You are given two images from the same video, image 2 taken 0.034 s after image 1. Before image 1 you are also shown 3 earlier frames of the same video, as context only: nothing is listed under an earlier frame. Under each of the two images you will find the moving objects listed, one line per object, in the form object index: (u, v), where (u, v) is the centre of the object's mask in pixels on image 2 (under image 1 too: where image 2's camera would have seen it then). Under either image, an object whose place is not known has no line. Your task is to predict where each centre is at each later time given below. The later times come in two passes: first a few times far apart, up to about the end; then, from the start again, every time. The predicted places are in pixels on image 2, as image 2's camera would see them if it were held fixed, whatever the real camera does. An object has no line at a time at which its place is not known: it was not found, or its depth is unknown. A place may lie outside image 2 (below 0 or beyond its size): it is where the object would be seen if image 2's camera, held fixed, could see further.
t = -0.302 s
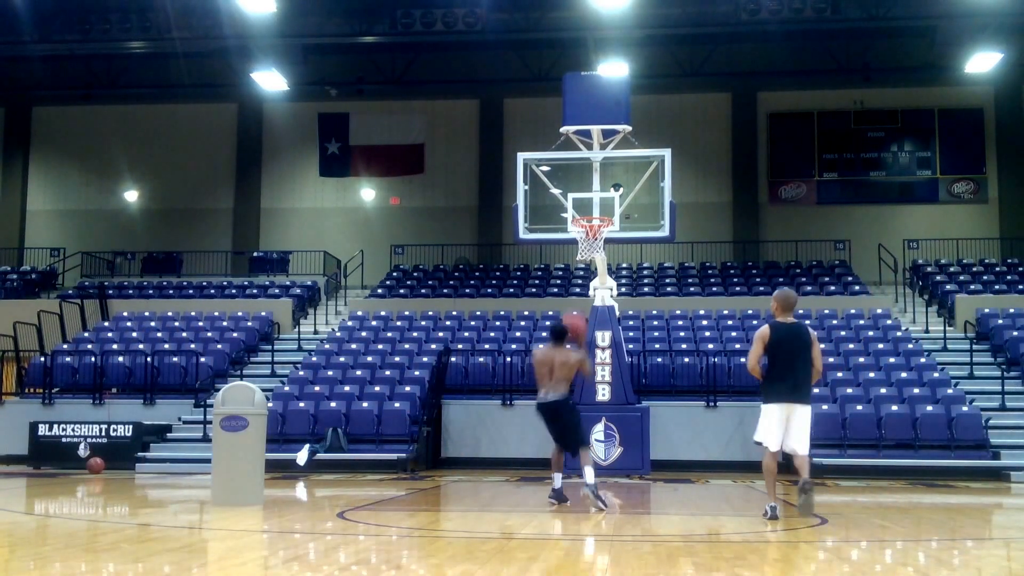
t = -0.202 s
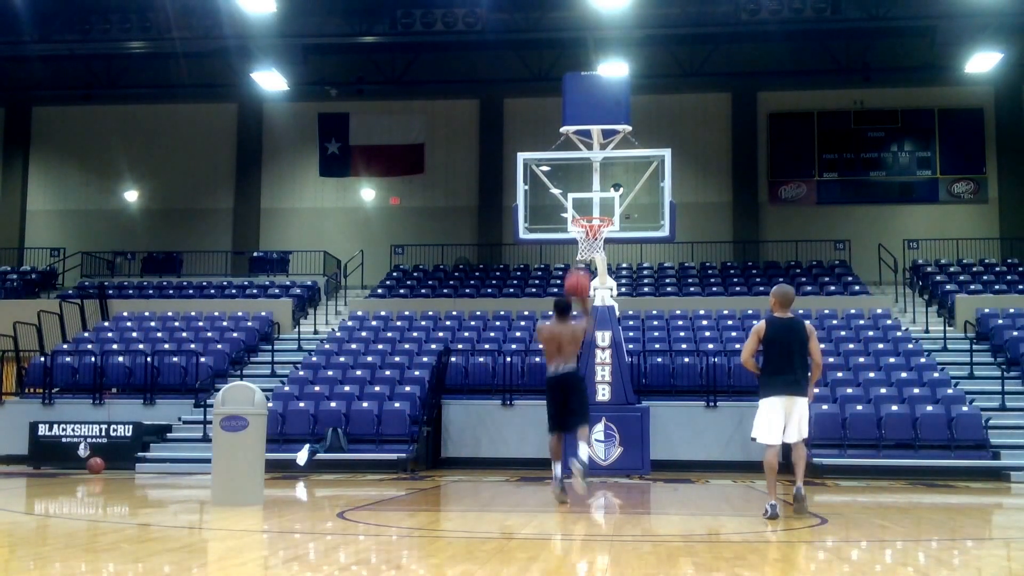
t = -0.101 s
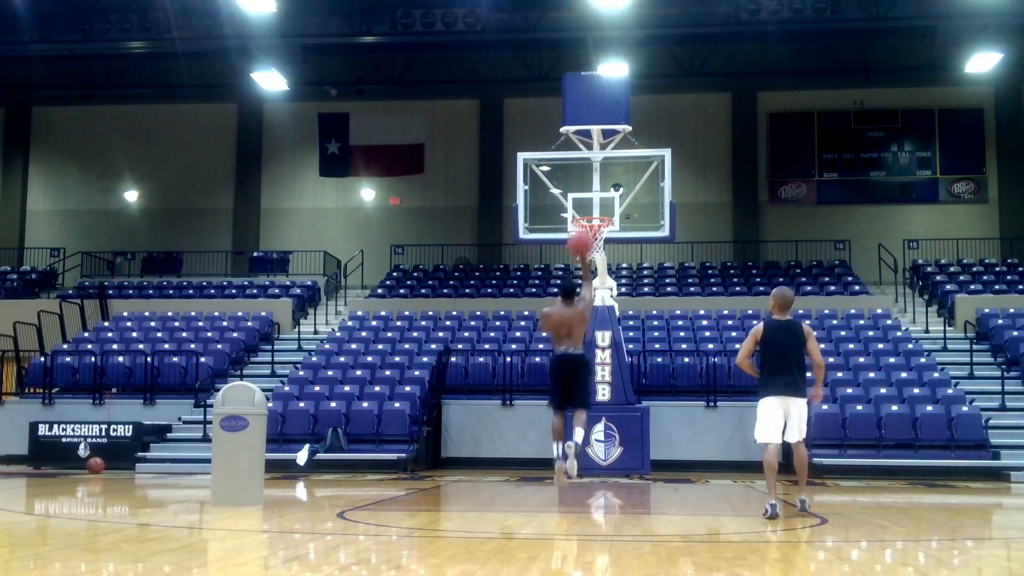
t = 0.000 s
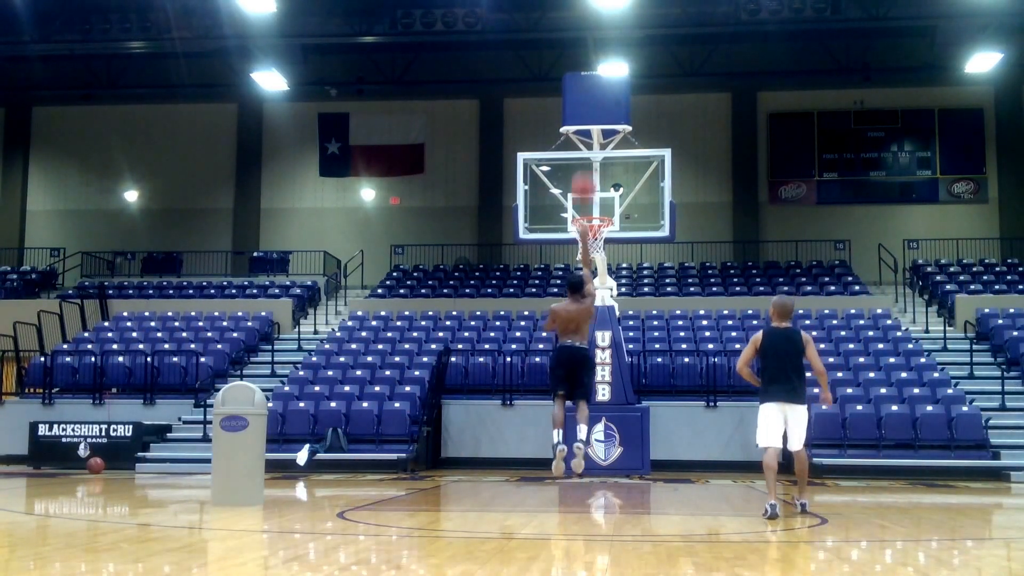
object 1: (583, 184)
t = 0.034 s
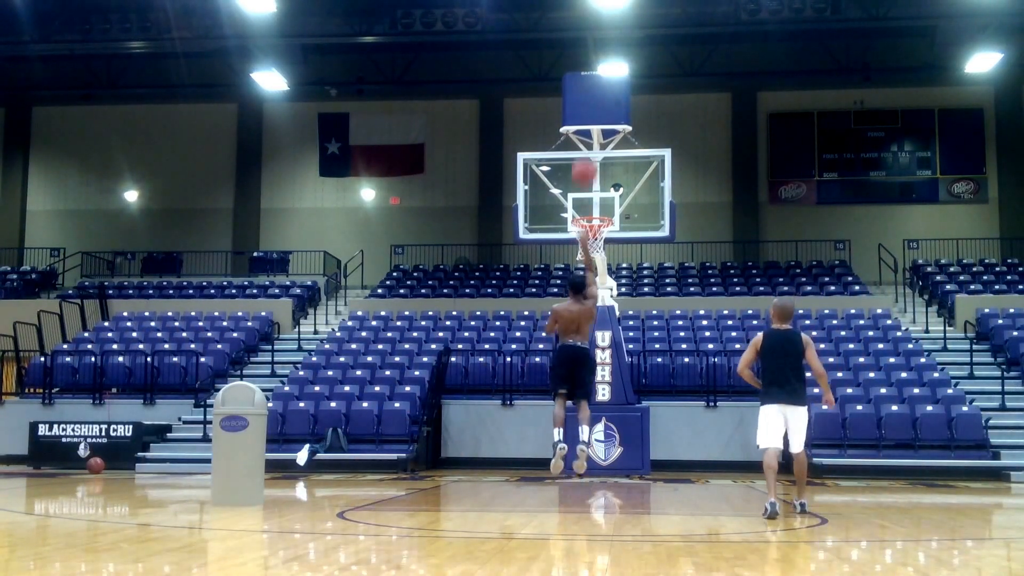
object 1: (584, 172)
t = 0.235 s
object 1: (590, 100)
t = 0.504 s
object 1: (594, 74)
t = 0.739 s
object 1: (599, 103)
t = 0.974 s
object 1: (602, 177)
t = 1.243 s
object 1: (575, 238)
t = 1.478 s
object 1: (584, 264)
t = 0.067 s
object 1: (585, 158)
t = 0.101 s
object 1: (586, 143)
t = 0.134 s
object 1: (587, 128)
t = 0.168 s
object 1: (588, 116)
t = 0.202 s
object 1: (589, 109)
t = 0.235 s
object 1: (590, 100)
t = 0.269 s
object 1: (591, 93)
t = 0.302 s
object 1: (591, 87)
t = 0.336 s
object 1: (592, 82)
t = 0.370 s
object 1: (592, 79)
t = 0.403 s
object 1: (593, 76)
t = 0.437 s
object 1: (593, 74)
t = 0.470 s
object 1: (594, 74)
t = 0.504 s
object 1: (594, 74)
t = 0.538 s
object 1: (594, 75)
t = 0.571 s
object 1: (594, 77)
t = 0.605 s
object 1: (595, 81)
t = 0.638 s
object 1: (596, 84)
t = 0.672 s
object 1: (597, 89)
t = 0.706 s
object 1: (598, 96)
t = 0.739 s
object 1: (599, 103)
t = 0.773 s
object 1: (599, 111)
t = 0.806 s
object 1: (599, 118)
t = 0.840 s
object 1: (600, 129)
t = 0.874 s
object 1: (601, 140)
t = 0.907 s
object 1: (601, 152)
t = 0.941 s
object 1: (602, 166)
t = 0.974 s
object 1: (602, 177)
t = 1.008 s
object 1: (602, 193)
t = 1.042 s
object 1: (604, 206)
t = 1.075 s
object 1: (602, 213)
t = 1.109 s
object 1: (591, 222)
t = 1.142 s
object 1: (587, 230)
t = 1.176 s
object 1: (578, 233)
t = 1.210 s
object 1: (576, 235)
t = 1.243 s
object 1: (575, 238)
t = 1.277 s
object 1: (575, 240)
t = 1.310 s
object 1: (576, 241)
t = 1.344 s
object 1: (577, 243)
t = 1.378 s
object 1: (579, 244)
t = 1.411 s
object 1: (581, 255)
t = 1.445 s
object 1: (583, 259)
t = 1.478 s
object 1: (584, 264)
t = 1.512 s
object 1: (586, 270)
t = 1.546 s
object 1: (588, 279)
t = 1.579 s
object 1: (589, 289)
